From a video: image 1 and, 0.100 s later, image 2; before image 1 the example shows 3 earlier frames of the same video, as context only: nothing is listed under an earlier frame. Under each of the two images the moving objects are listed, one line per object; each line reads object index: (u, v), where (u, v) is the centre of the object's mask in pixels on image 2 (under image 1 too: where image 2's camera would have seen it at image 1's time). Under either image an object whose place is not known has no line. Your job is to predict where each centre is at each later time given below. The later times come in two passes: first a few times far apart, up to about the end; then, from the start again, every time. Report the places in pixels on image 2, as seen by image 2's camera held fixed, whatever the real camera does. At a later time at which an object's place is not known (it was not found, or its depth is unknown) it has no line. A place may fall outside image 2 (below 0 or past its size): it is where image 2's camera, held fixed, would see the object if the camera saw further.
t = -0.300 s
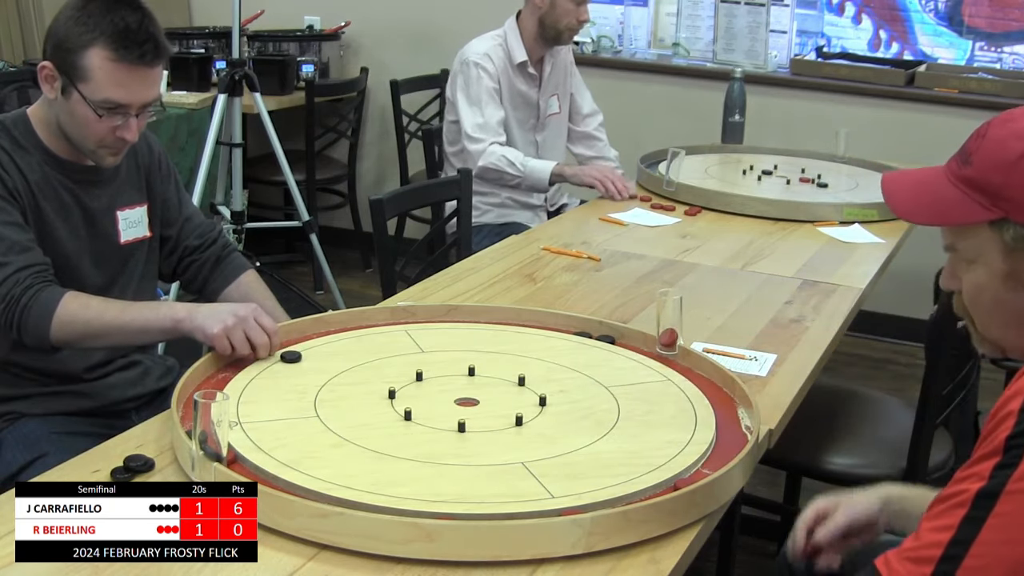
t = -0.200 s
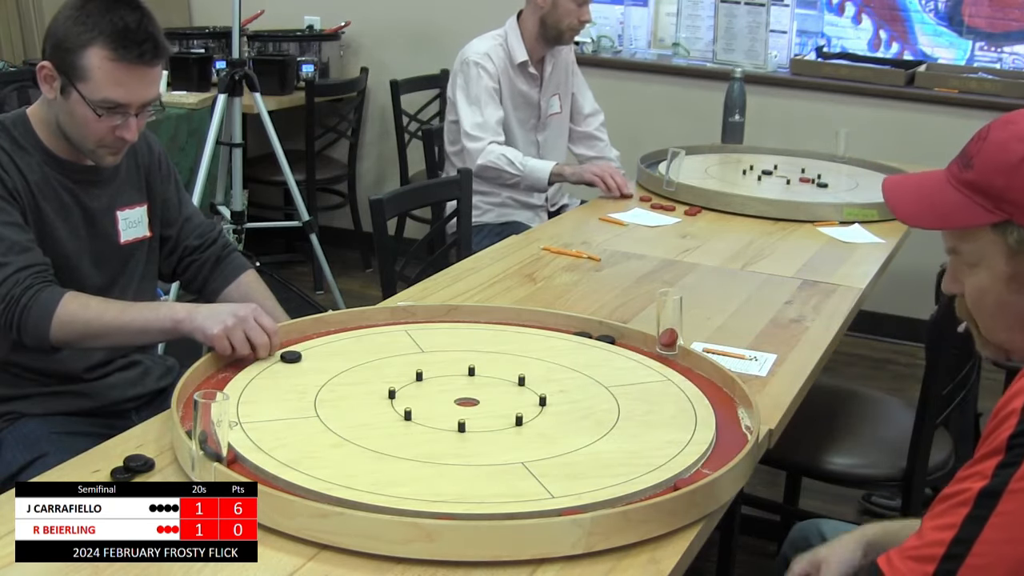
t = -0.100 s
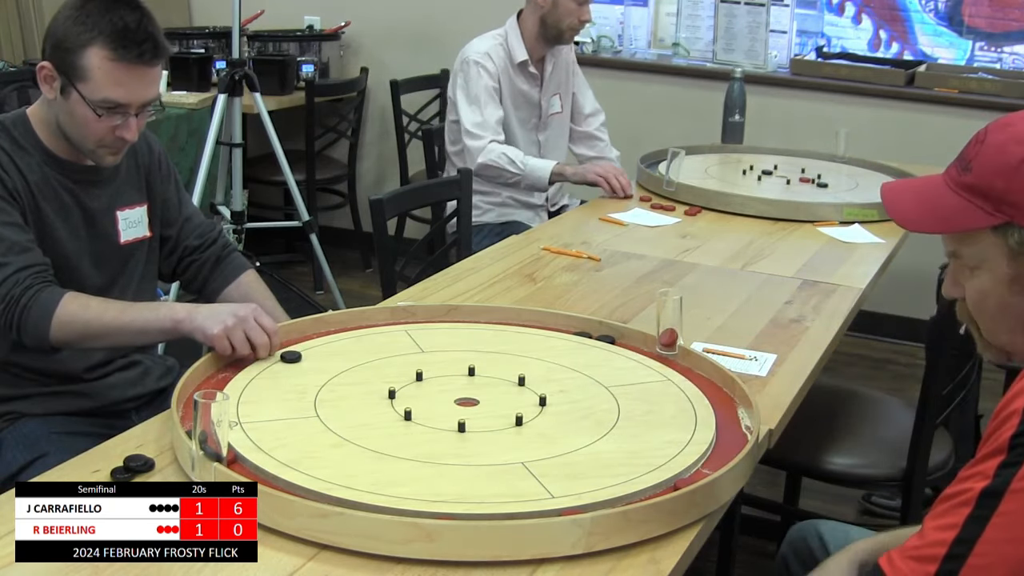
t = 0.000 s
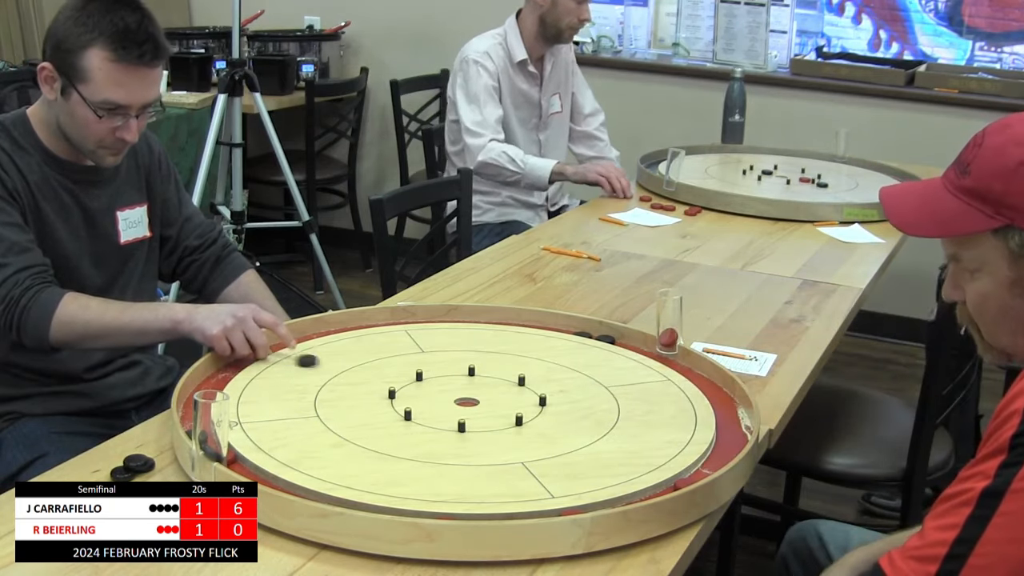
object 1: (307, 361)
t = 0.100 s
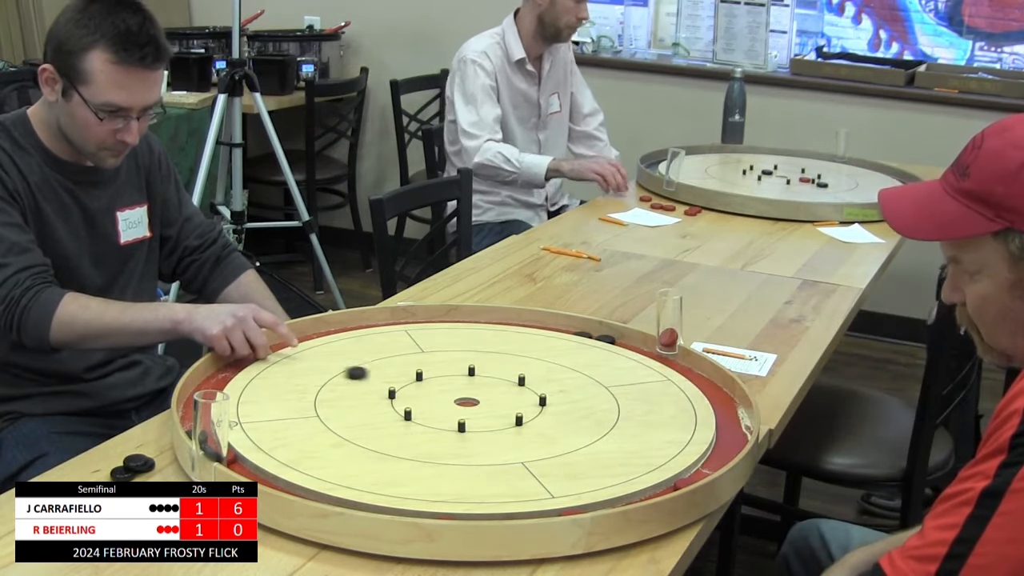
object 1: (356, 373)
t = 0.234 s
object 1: (420, 388)
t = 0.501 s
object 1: (467, 400)
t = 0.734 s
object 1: (466, 401)
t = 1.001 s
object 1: (466, 401)
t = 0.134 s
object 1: (373, 377)
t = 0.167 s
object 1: (388, 380)
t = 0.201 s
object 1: (404, 384)
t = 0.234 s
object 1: (420, 388)
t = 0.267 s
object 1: (435, 391)
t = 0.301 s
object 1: (449, 395)
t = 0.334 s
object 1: (464, 399)
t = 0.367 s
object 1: (465, 399)
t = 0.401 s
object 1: (468, 396)
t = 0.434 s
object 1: (469, 396)
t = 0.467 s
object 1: (466, 399)
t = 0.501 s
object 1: (467, 400)
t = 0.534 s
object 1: (467, 401)
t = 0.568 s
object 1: (466, 401)
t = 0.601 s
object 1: (466, 401)
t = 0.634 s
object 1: (466, 401)
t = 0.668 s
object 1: (466, 401)
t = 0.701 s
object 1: (466, 401)
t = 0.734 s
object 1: (466, 401)
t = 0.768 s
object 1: (466, 401)
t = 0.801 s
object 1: (466, 401)
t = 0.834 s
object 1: (466, 401)
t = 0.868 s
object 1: (466, 401)
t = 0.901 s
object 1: (466, 401)
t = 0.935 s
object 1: (466, 401)
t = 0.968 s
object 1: (466, 401)
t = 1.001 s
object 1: (466, 401)
